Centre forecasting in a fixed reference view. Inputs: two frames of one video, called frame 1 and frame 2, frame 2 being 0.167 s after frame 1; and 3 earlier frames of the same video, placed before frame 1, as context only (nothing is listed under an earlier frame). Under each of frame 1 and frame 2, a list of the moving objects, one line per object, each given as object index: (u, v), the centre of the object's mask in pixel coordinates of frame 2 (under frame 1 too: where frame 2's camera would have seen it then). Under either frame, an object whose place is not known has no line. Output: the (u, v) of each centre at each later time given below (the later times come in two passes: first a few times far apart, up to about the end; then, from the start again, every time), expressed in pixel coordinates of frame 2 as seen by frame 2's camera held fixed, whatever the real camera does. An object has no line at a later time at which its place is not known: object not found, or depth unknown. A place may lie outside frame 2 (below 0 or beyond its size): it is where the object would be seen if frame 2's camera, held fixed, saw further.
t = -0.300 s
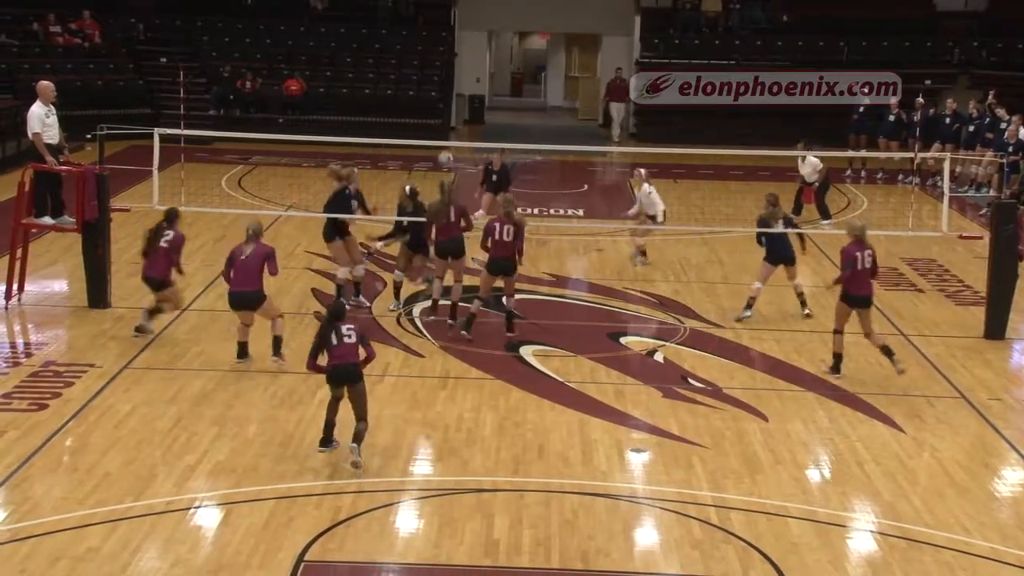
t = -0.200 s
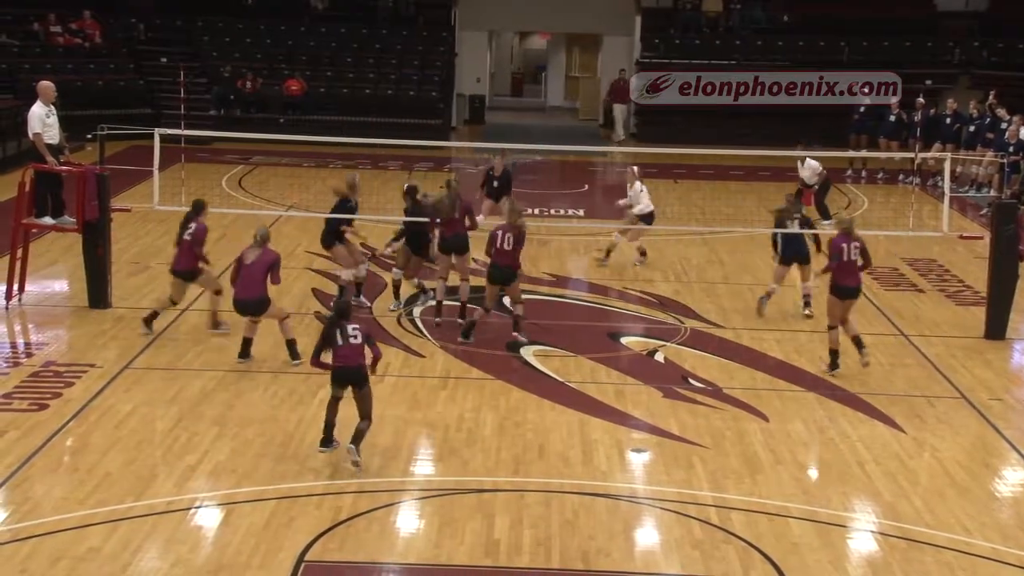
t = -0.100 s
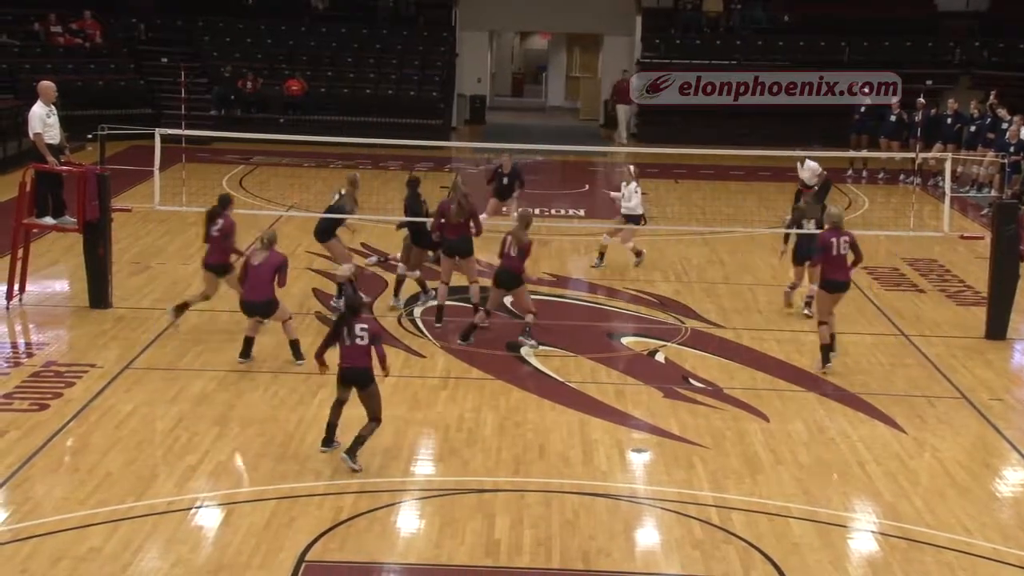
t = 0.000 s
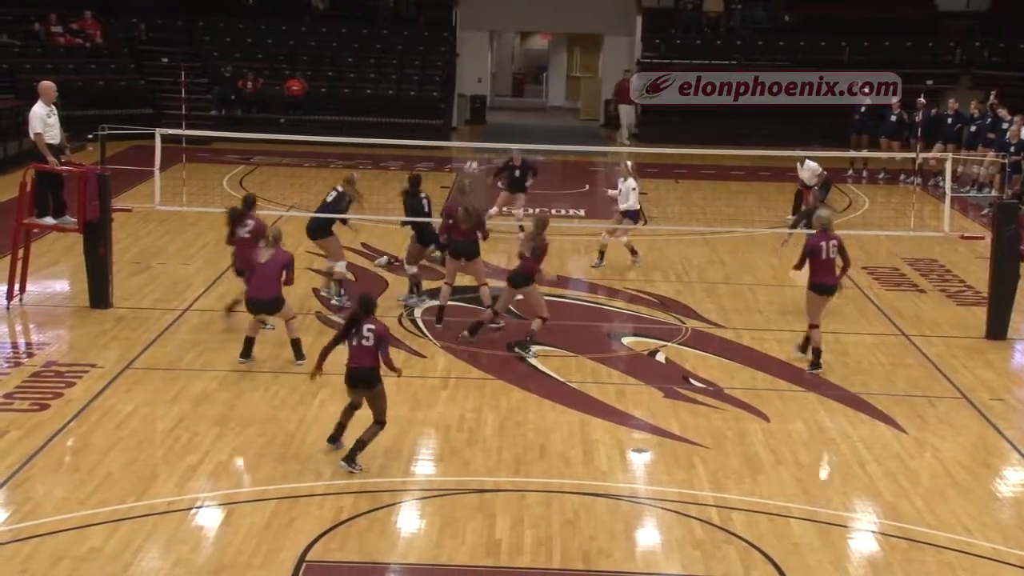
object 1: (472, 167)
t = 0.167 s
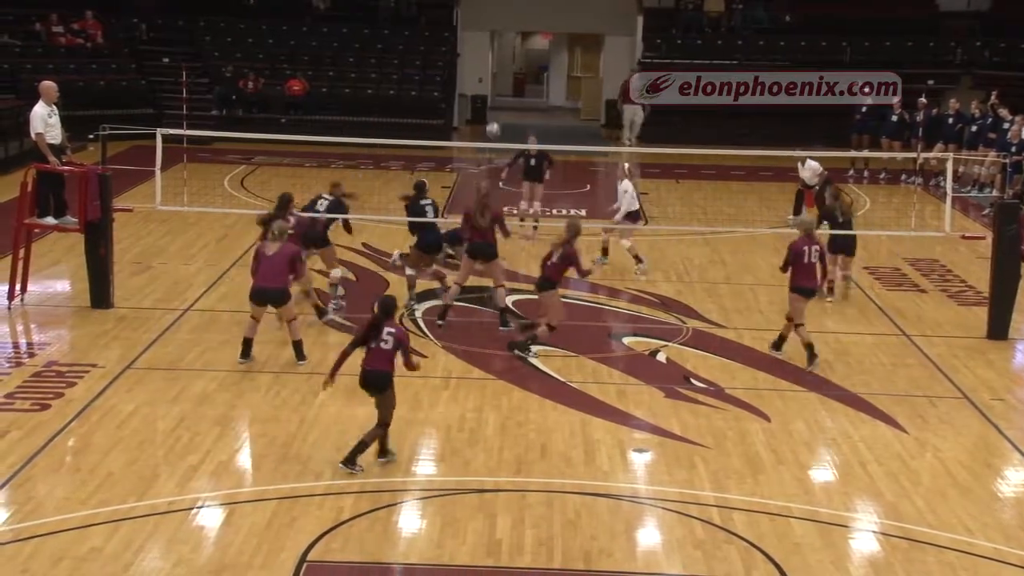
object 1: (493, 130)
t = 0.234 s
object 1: (500, 119)
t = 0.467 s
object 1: (526, 107)
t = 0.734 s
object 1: (554, 134)
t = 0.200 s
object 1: (497, 124)
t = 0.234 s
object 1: (500, 119)
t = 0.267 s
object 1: (504, 115)
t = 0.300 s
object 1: (507, 111)
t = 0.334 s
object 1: (511, 109)
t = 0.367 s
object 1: (515, 107)
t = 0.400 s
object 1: (519, 106)
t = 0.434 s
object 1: (523, 106)
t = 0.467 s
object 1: (526, 107)
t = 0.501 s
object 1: (530, 107)
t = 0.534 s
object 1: (533, 109)
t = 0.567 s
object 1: (537, 112)
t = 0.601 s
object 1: (540, 115)
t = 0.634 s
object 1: (543, 119)
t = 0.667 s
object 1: (547, 124)
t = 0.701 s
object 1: (550, 129)
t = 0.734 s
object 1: (554, 134)
